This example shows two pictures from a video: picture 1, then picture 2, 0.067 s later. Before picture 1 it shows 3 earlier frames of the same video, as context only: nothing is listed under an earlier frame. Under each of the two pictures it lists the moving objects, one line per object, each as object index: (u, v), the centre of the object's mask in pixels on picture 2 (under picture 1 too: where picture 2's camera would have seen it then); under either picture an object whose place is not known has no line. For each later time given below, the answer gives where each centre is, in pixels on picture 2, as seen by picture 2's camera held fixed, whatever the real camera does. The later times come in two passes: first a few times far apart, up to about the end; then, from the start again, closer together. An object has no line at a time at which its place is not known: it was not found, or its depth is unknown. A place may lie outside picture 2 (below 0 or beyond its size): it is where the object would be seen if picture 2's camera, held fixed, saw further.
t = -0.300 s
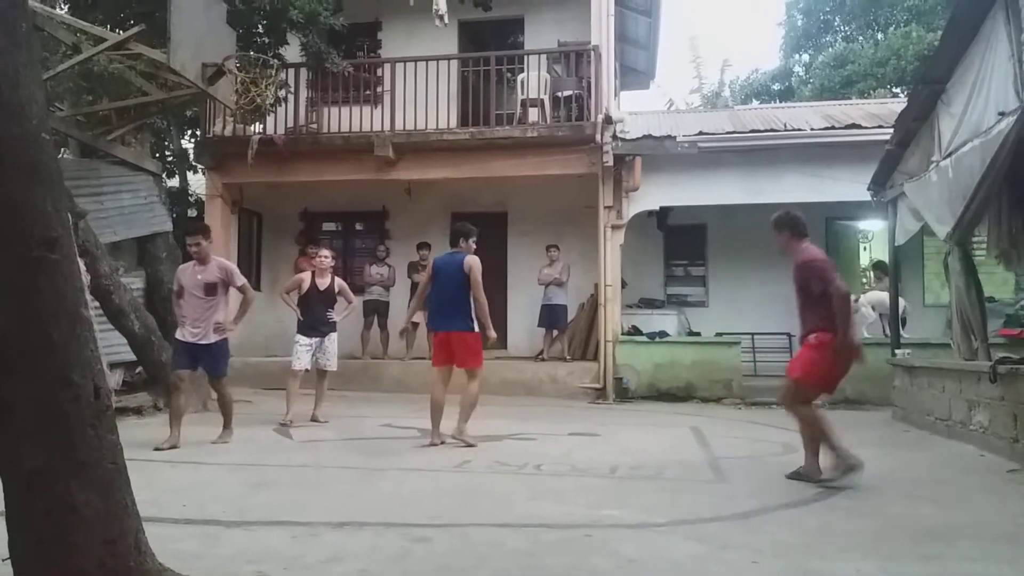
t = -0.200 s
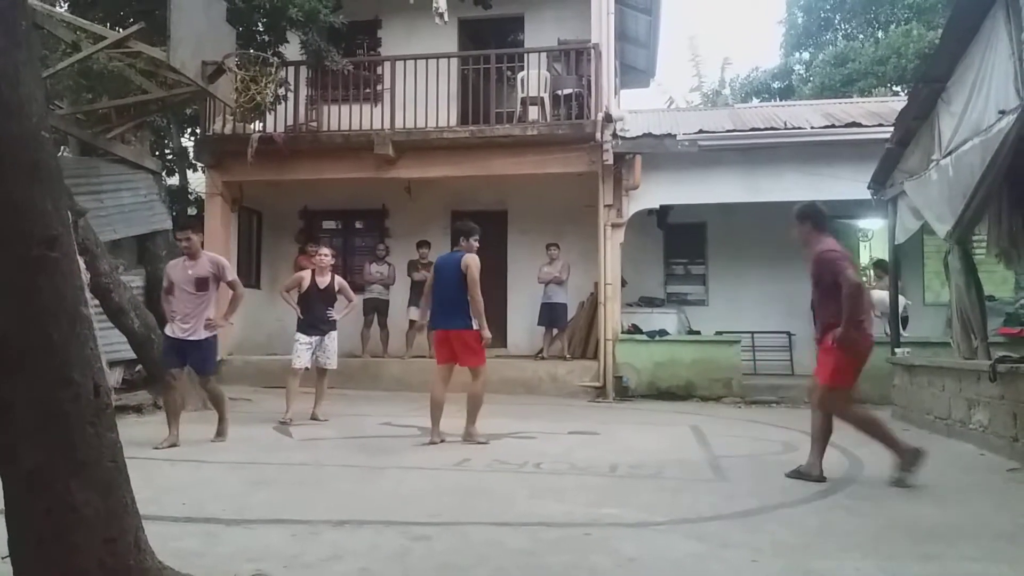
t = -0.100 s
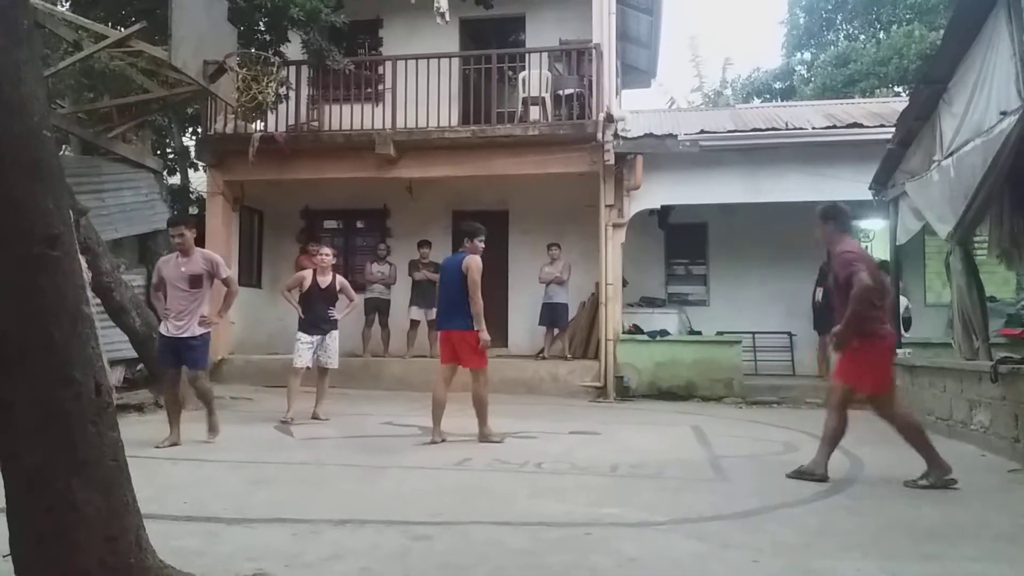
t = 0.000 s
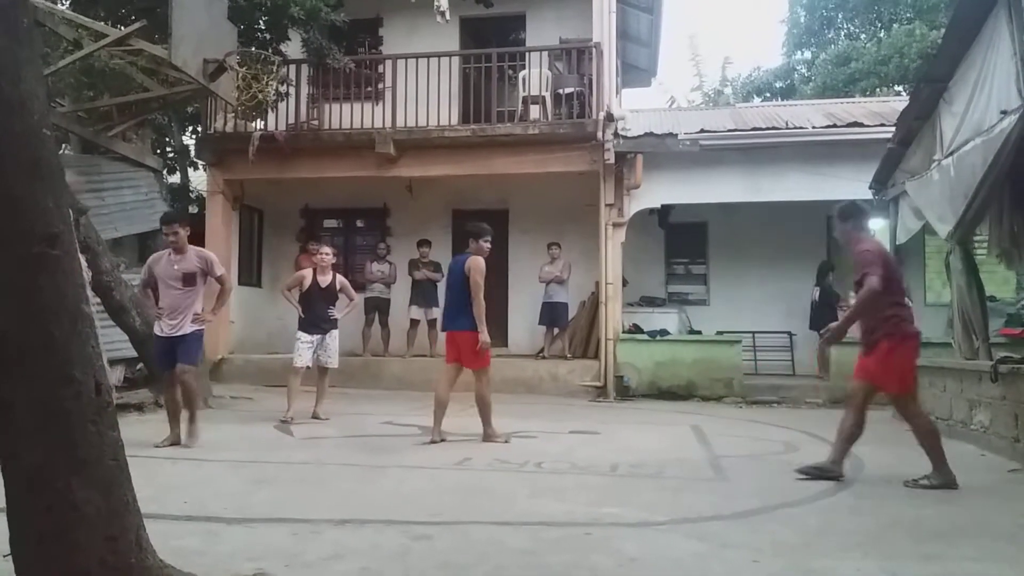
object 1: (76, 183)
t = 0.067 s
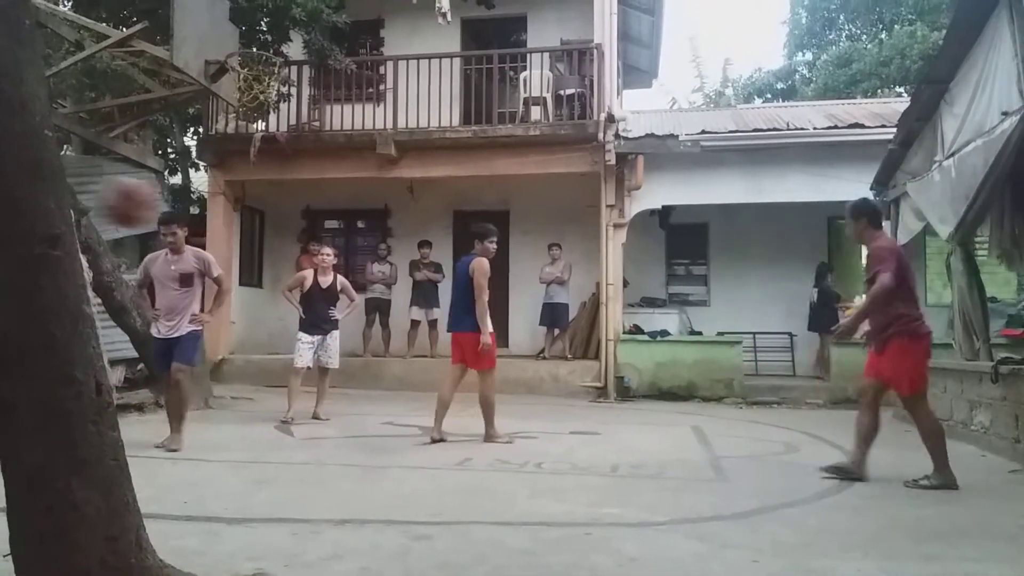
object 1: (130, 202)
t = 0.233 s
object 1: (313, 266)
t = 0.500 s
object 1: (582, 463)
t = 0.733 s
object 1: (678, 327)
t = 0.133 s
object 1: (202, 220)
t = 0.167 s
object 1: (243, 236)
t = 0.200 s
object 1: (278, 250)
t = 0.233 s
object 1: (313, 266)
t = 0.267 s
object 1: (354, 289)
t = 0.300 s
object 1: (386, 310)
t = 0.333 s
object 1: (424, 334)
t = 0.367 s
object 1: (459, 364)
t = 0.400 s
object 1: (489, 390)
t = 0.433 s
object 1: (522, 419)
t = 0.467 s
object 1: (556, 456)
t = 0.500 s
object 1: (582, 463)
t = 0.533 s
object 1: (597, 438)
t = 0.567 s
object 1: (609, 412)
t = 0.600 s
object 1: (623, 391)
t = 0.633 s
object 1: (637, 376)
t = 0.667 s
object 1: (651, 358)
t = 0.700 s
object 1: (665, 343)
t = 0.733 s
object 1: (678, 327)
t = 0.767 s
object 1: (692, 316)
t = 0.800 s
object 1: (704, 307)
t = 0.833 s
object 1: (717, 300)
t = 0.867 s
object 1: (726, 295)
